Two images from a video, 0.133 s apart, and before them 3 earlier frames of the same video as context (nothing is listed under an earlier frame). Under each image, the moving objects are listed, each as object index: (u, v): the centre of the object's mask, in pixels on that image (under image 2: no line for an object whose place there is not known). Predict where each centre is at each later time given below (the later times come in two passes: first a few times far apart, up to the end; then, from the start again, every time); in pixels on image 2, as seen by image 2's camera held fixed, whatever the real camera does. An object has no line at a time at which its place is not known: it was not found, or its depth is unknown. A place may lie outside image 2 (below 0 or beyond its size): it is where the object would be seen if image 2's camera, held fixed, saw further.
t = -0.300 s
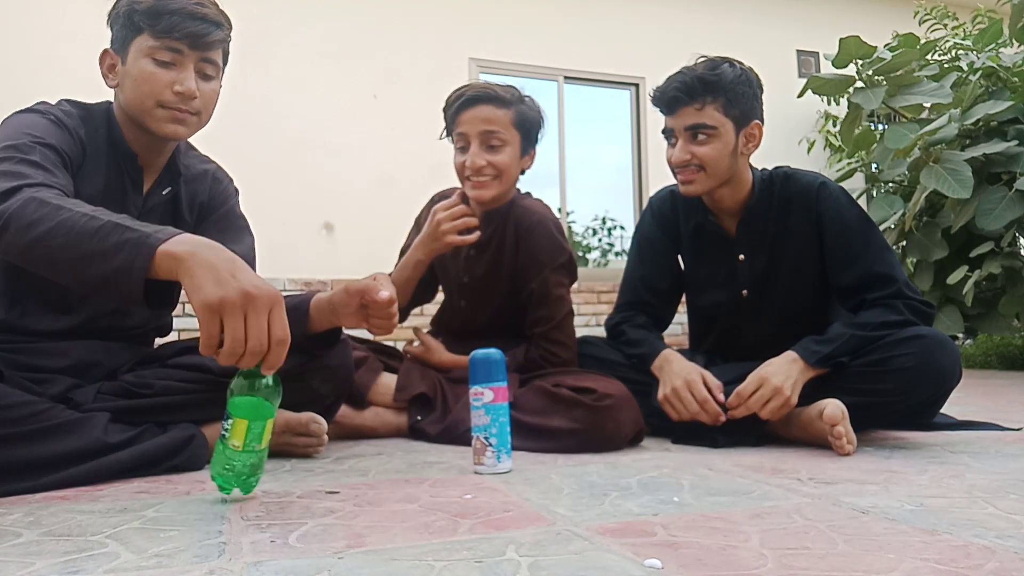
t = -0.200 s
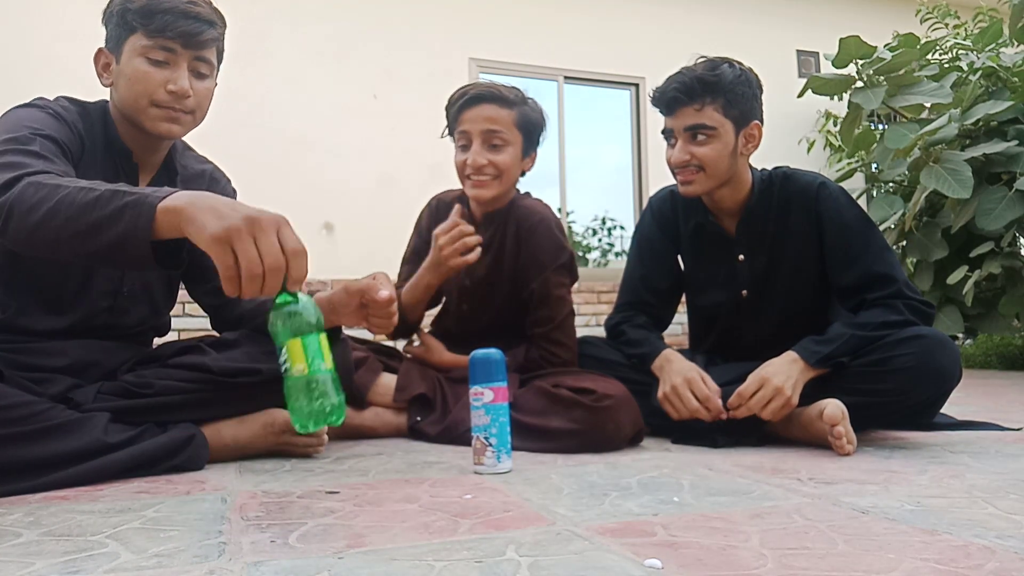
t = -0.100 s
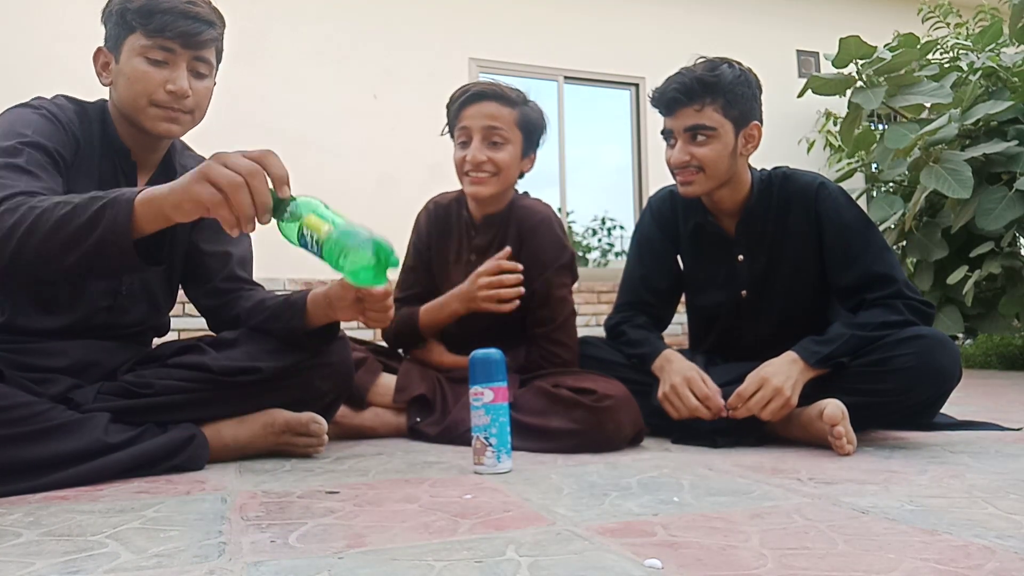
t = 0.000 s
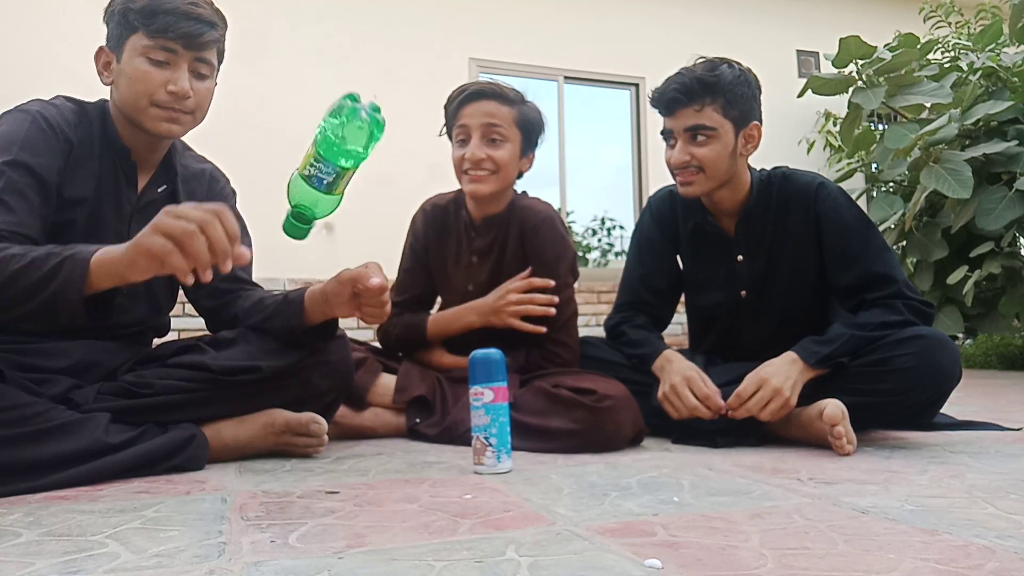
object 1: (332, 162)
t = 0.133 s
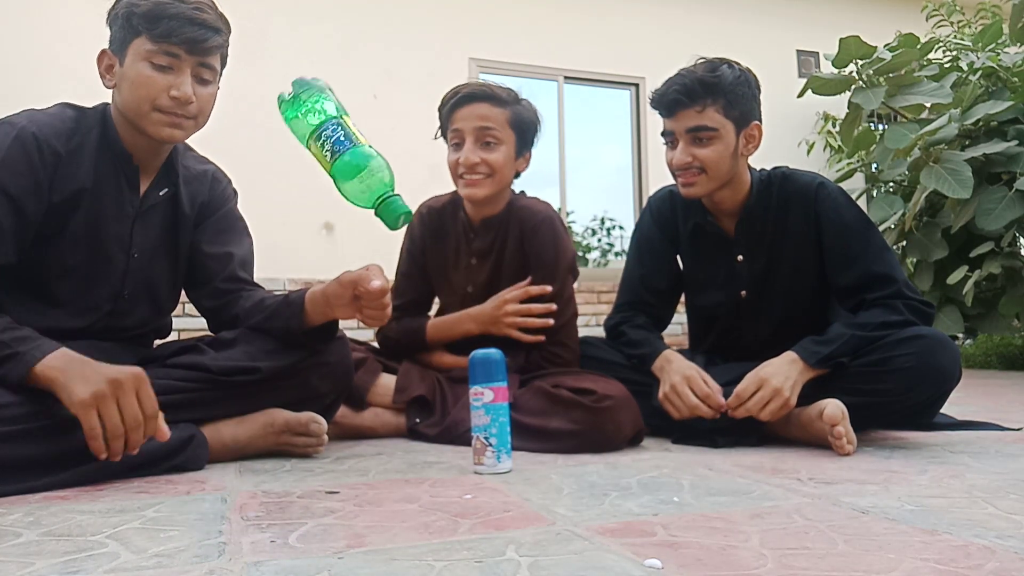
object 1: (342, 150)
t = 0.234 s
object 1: (328, 239)
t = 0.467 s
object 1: (304, 506)
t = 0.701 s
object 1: (284, 512)
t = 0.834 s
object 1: (273, 513)
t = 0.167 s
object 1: (340, 167)
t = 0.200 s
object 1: (335, 195)
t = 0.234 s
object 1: (328, 239)
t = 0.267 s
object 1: (318, 301)
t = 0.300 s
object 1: (312, 375)
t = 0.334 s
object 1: (307, 455)
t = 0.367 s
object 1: (304, 506)
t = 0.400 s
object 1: (303, 500)
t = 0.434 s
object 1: (306, 499)
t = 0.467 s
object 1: (304, 506)
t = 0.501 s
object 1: (299, 507)
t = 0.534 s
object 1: (296, 509)
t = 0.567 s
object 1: (294, 510)
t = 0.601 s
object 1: (292, 510)
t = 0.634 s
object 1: (289, 511)
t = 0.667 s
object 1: (287, 511)
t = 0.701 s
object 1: (284, 512)
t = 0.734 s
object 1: (280, 512)
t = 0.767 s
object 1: (277, 513)
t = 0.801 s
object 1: (274, 513)
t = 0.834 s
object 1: (273, 513)
